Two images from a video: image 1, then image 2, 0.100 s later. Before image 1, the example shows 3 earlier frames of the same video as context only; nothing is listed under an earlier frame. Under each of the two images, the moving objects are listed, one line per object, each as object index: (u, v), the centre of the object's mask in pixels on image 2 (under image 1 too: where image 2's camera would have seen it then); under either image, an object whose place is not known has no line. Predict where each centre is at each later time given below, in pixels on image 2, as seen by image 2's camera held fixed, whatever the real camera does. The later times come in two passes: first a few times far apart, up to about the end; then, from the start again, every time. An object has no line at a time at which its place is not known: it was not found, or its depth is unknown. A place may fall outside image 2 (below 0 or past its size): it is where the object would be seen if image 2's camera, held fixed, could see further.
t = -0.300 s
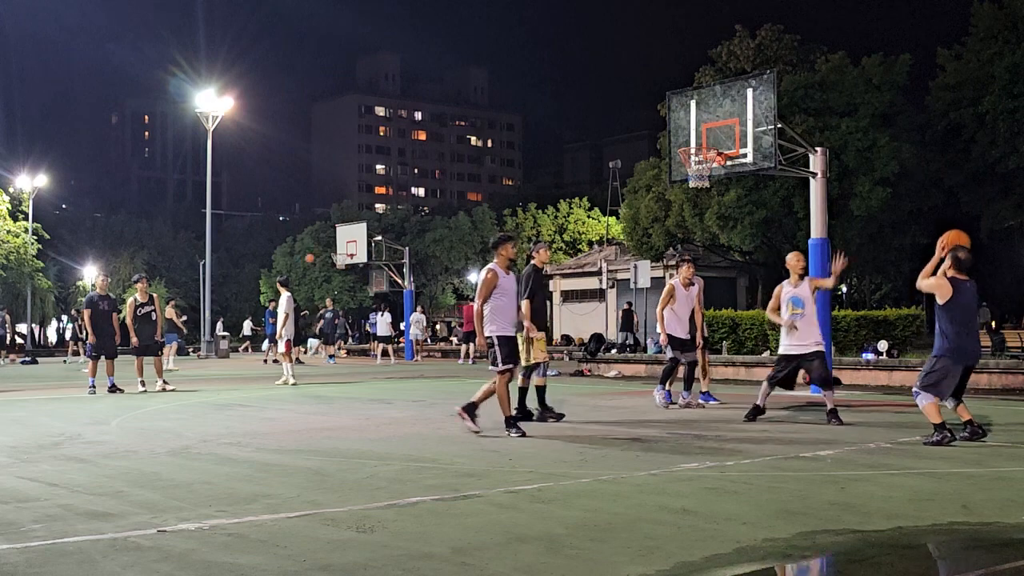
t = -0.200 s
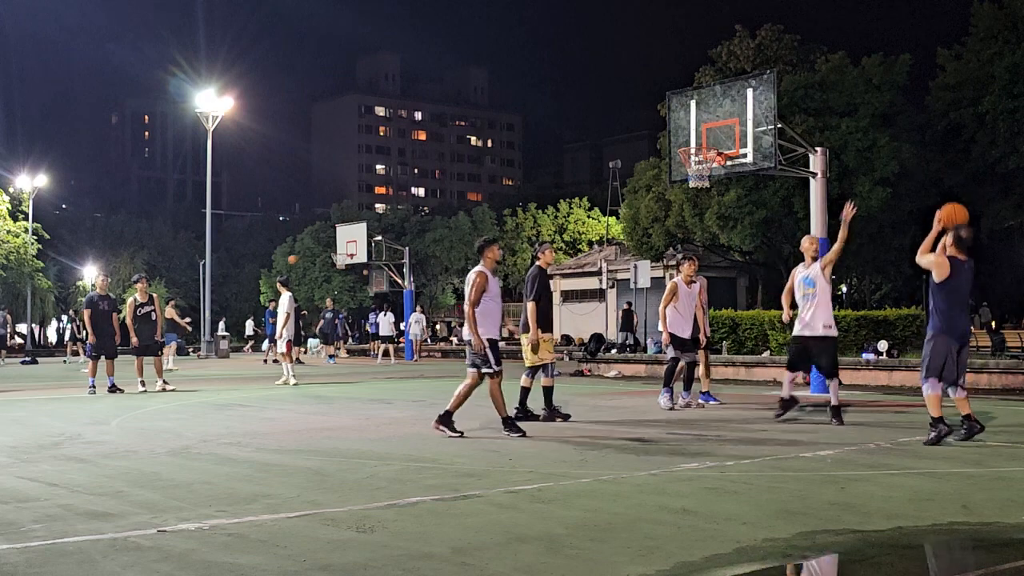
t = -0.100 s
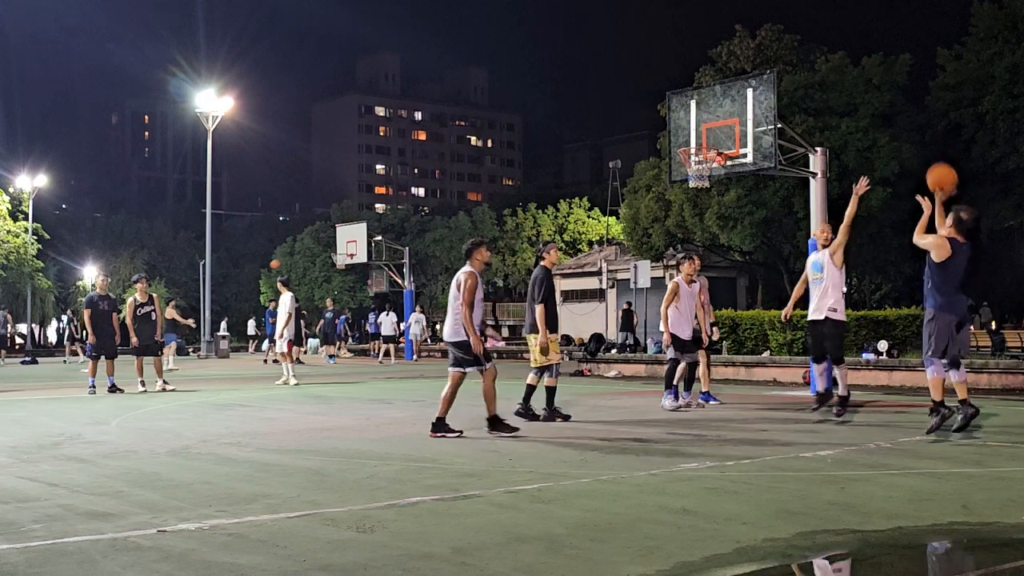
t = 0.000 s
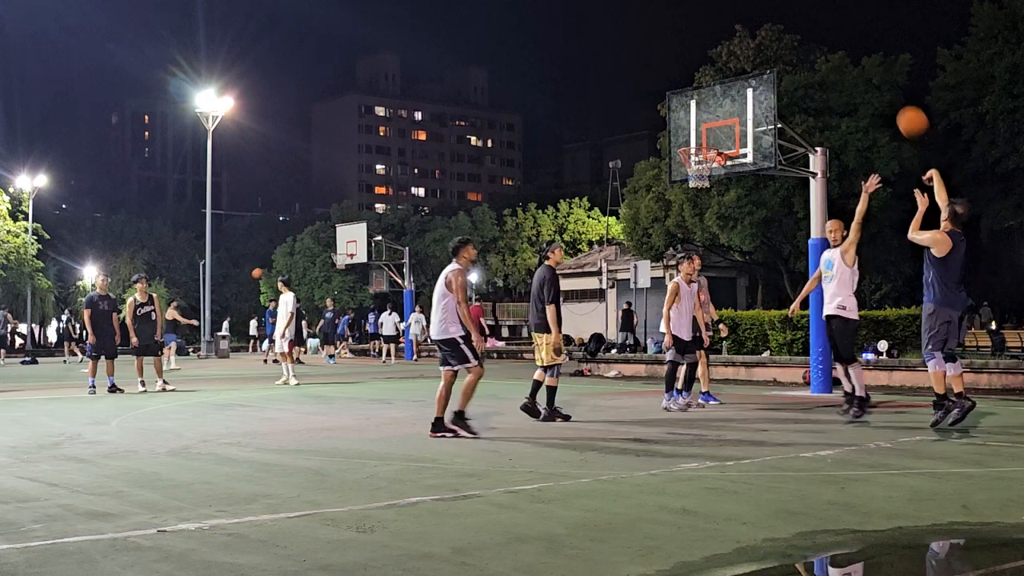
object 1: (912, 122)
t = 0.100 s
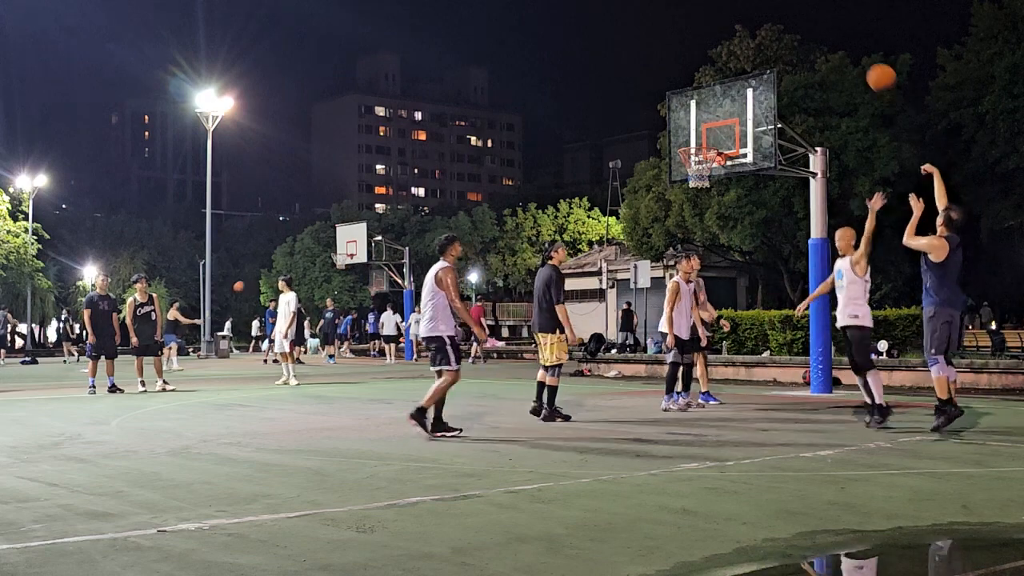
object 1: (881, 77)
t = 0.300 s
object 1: (827, 30)
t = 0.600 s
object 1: (762, 37)
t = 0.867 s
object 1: (717, 105)
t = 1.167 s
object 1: (692, 171)
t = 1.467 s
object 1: (701, 185)
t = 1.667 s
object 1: (709, 208)
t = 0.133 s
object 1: (871, 66)
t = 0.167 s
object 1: (862, 56)
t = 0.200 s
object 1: (853, 47)
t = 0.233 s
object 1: (844, 40)
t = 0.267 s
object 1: (835, 35)
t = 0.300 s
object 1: (827, 30)
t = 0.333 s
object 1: (819, 26)
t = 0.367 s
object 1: (811, 24)
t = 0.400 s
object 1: (804, 23)
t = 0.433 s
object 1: (796, 23)
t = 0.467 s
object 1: (789, 24)
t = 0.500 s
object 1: (782, 26)
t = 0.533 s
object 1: (775, 29)
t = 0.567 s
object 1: (769, 33)
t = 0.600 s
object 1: (762, 37)
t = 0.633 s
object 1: (756, 43)
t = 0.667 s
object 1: (750, 49)
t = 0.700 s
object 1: (744, 56)
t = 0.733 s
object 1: (738, 64)
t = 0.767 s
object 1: (733, 73)
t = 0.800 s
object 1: (727, 83)
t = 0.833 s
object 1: (722, 93)
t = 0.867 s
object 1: (717, 105)
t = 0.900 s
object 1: (712, 116)
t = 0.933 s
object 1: (708, 128)
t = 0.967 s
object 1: (703, 140)
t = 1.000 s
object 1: (697, 155)
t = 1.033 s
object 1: (695, 163)
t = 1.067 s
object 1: (693, 167)
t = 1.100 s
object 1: (694, 168)
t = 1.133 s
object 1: (692, 169)
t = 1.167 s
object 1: (692, 171)
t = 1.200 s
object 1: (691, 172)
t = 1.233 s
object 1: (692, 174)
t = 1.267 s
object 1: (693, 175)
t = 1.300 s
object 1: (694, 180)
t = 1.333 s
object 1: (696, 181)
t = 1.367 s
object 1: (695, 187)
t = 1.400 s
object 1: (700, 185)
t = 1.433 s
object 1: (699, 186)
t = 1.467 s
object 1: (701, 185)
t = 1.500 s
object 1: (702, 186)
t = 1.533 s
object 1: (703, 187)
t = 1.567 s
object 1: (705, 191)
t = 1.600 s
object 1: (706, 195)
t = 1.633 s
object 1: (707, 201)
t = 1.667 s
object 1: (709, 208)
